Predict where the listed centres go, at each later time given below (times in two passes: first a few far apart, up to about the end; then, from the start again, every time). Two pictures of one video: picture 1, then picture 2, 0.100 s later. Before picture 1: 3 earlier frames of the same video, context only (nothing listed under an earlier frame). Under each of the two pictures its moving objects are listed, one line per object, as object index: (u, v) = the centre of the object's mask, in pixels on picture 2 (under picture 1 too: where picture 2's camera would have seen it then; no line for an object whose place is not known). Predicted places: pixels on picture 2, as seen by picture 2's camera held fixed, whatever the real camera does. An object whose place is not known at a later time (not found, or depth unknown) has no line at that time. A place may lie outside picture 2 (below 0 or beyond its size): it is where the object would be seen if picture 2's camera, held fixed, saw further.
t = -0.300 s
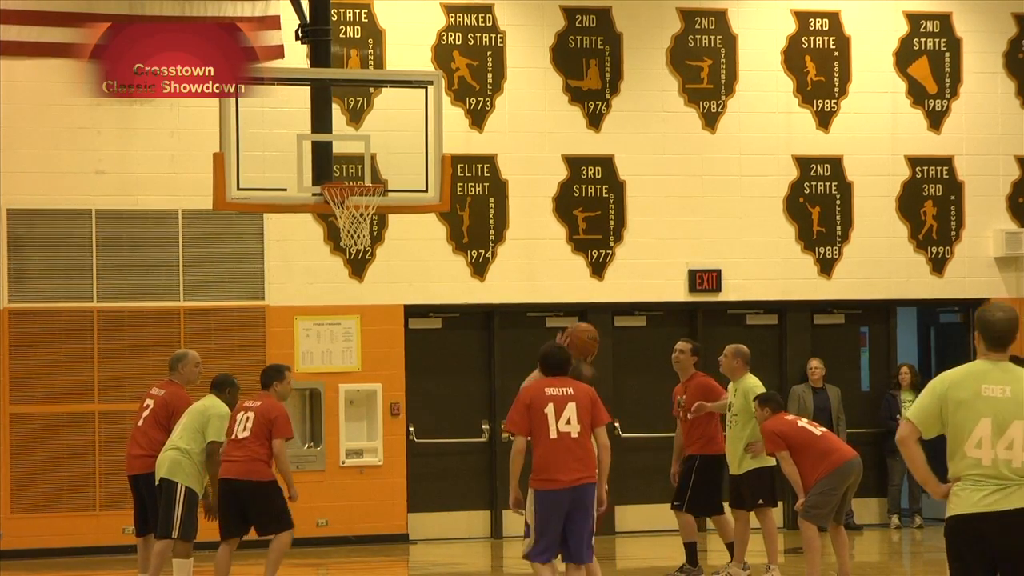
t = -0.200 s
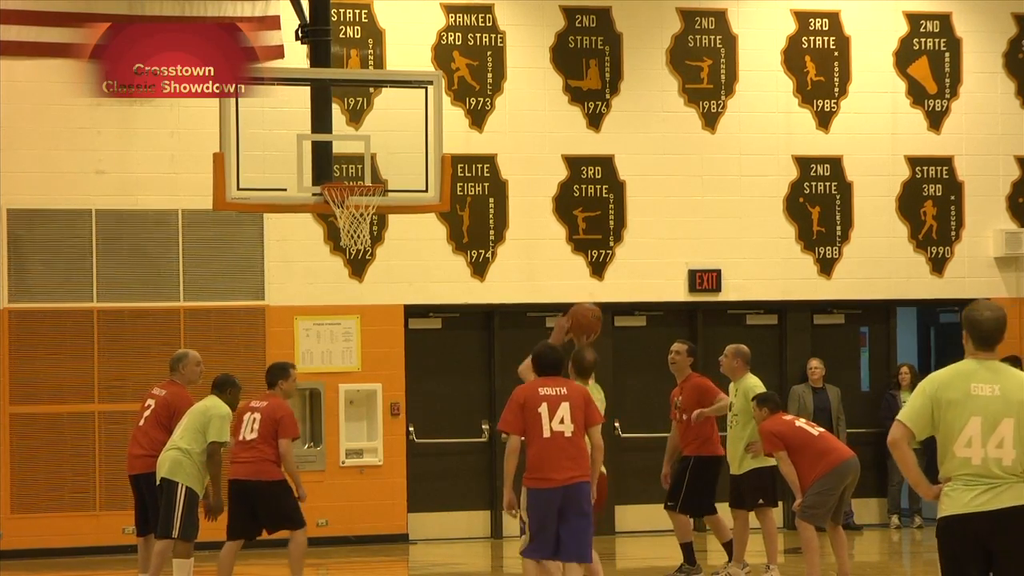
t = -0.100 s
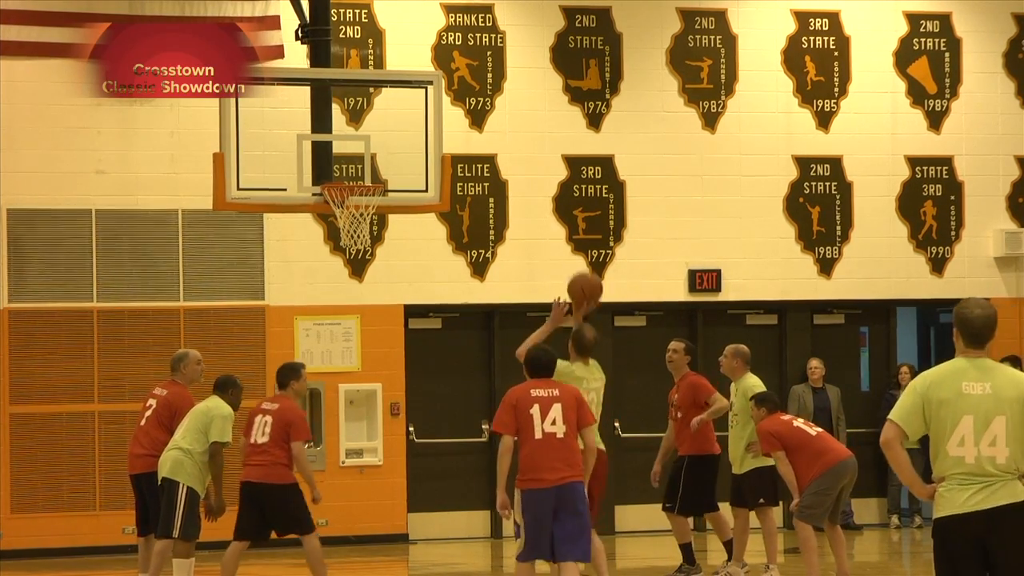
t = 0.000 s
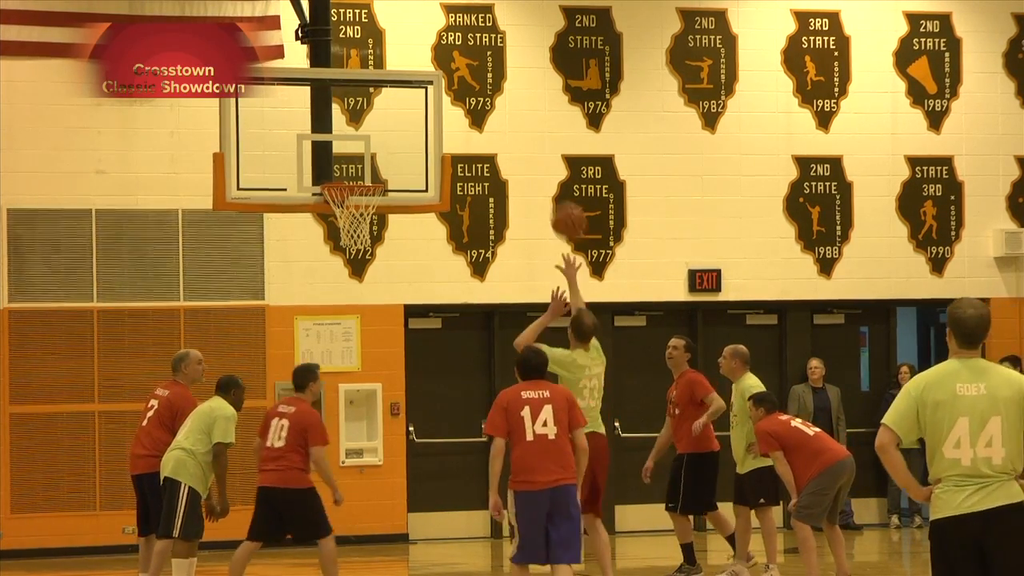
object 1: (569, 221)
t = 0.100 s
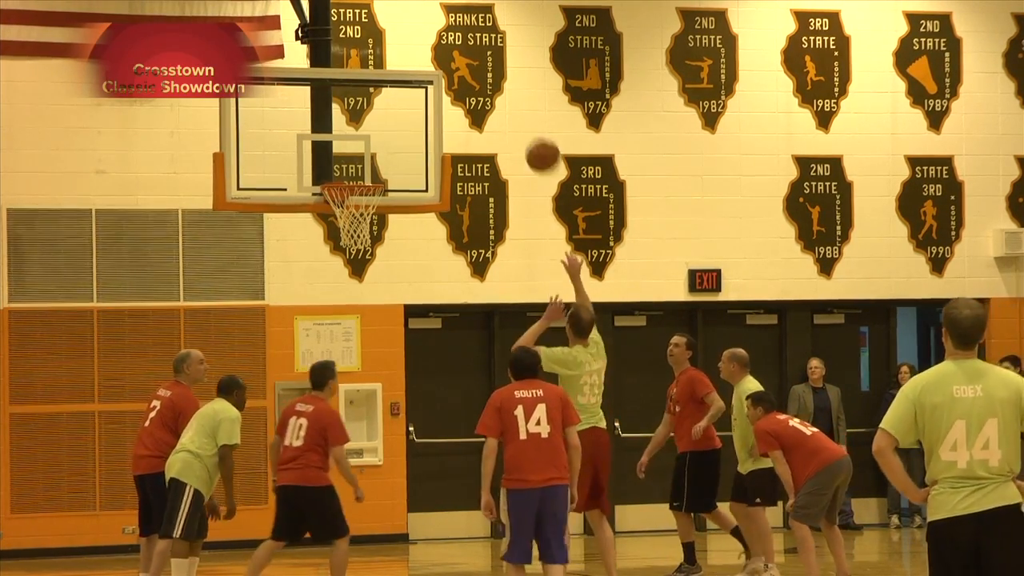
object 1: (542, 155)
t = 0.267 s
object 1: (503, 80)
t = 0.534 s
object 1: (446, 43)
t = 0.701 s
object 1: (414, 70)
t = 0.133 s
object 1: (534, 137)
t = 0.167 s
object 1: (526, 120)
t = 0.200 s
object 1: (518, 105)
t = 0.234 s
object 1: (511, 92)
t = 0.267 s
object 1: (503, 80)
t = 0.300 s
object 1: (495, 70)
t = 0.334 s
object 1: (488, 61)
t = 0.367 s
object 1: (481, 54)
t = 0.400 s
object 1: (474, 51)
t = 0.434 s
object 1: (467, 47)
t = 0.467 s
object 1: (461, 44)
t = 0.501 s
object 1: (452, 43)
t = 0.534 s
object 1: (446, 43)
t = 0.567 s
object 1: (439, 47)
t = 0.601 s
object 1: (432, 51)
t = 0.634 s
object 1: (426, 56)
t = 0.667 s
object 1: (420, 63)
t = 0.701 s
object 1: (414, 70)
